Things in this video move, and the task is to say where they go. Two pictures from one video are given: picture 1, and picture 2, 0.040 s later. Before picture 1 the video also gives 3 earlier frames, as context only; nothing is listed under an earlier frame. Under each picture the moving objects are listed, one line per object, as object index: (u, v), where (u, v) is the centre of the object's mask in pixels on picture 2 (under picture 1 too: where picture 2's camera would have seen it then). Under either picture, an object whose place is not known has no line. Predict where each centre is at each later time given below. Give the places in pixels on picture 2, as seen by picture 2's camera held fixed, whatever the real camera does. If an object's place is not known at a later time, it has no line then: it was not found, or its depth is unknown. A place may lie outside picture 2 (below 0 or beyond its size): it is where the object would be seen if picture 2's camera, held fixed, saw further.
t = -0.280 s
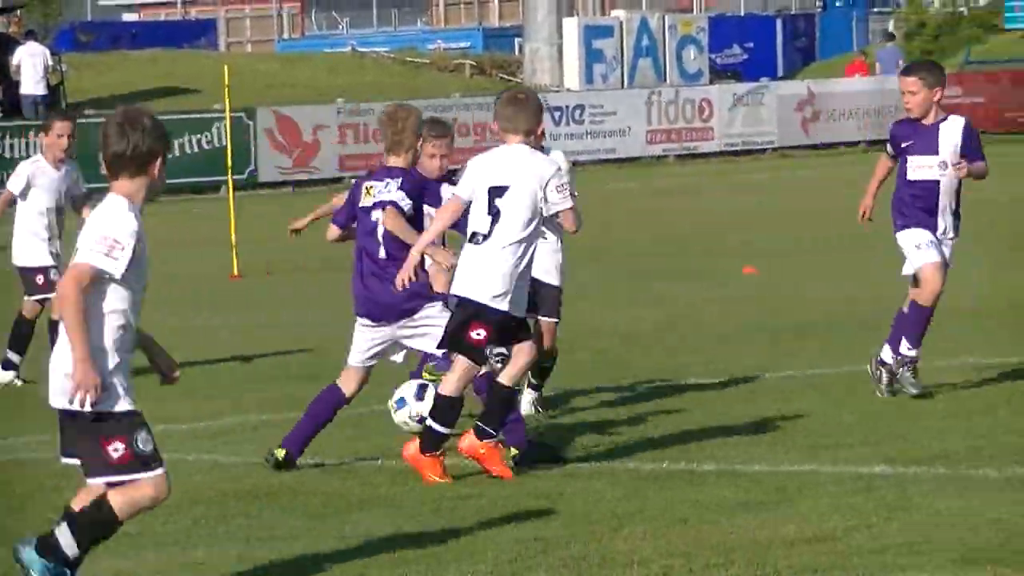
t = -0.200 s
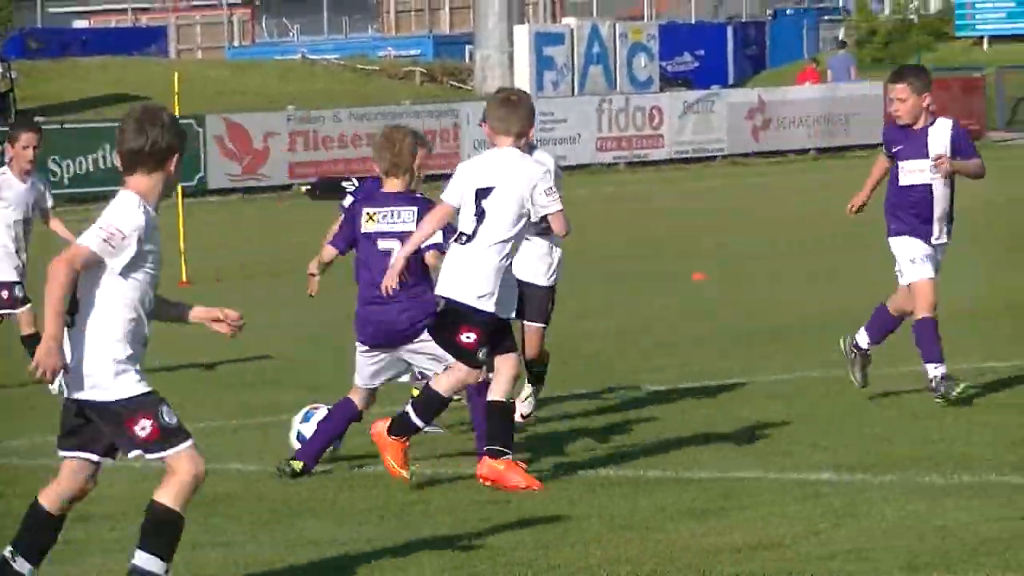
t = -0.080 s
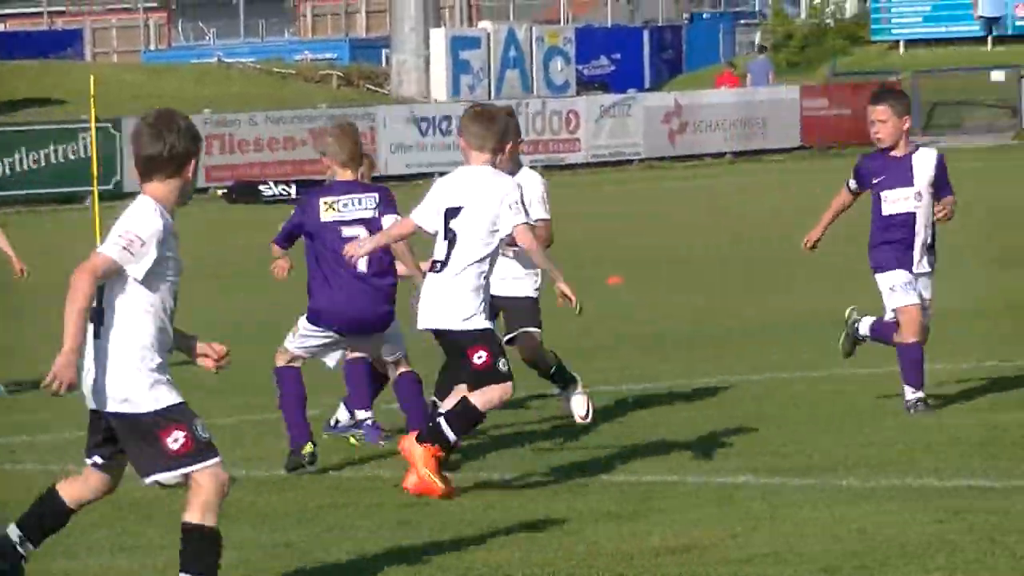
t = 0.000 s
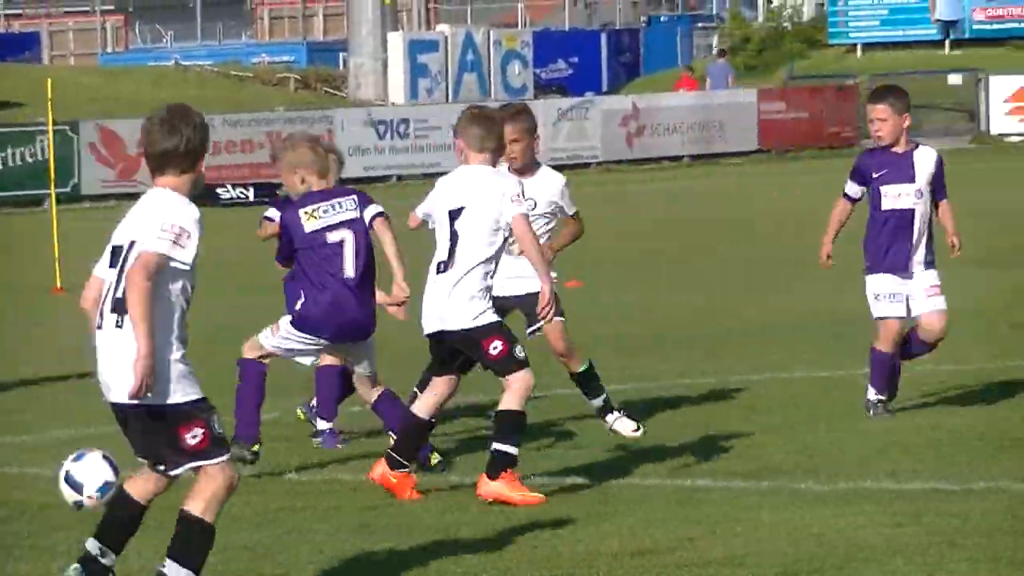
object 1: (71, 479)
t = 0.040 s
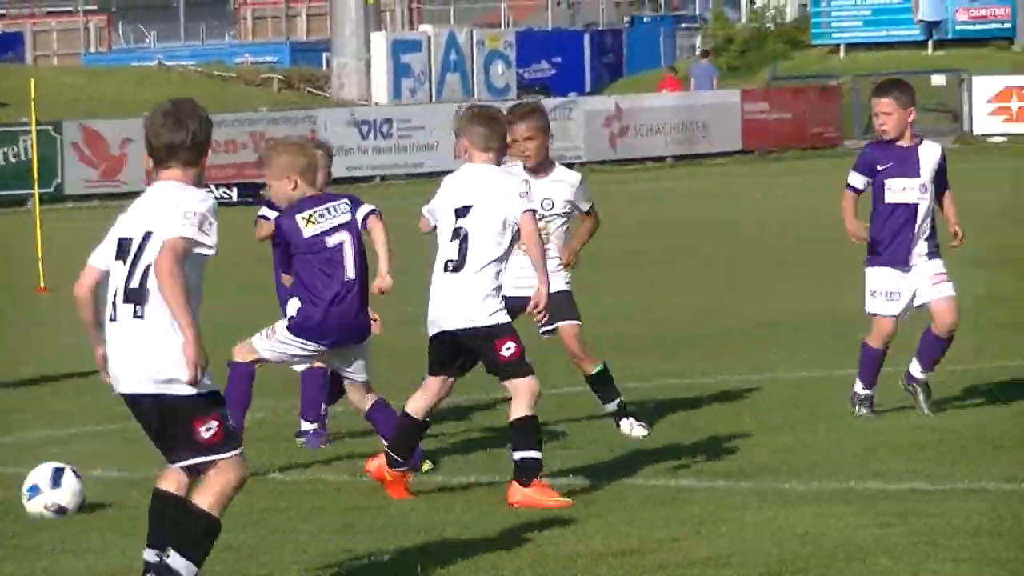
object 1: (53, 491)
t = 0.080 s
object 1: (39, 488)
